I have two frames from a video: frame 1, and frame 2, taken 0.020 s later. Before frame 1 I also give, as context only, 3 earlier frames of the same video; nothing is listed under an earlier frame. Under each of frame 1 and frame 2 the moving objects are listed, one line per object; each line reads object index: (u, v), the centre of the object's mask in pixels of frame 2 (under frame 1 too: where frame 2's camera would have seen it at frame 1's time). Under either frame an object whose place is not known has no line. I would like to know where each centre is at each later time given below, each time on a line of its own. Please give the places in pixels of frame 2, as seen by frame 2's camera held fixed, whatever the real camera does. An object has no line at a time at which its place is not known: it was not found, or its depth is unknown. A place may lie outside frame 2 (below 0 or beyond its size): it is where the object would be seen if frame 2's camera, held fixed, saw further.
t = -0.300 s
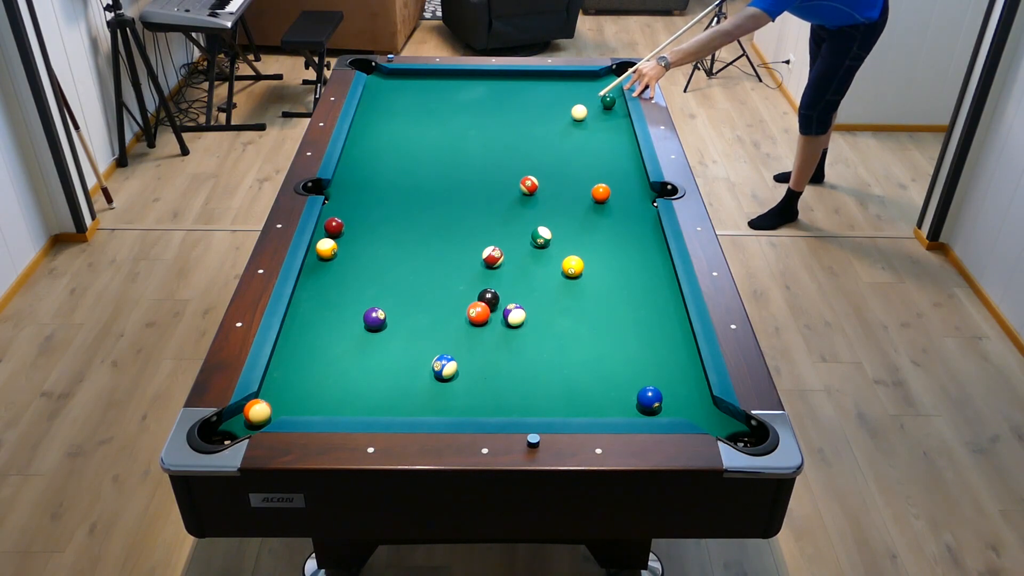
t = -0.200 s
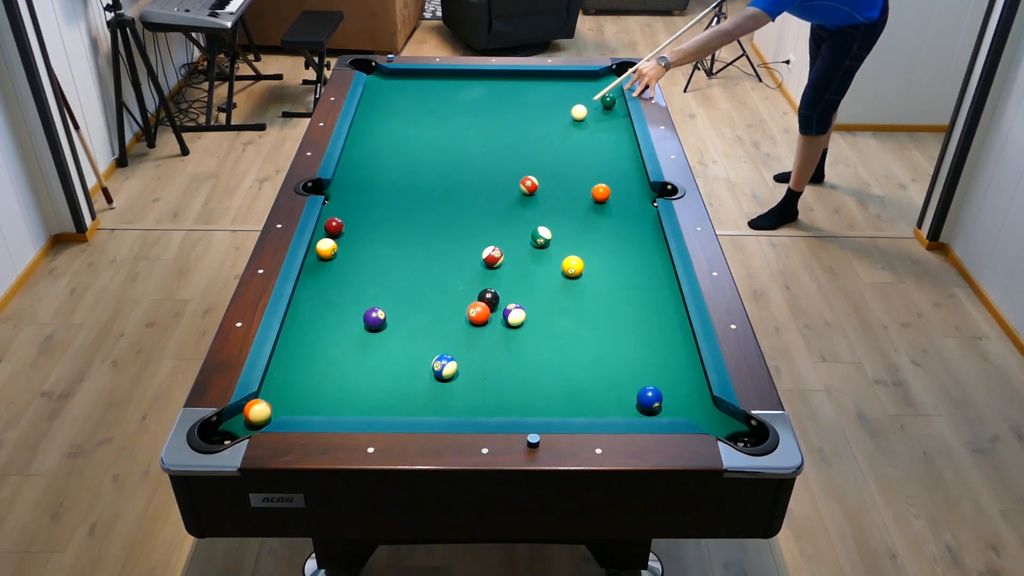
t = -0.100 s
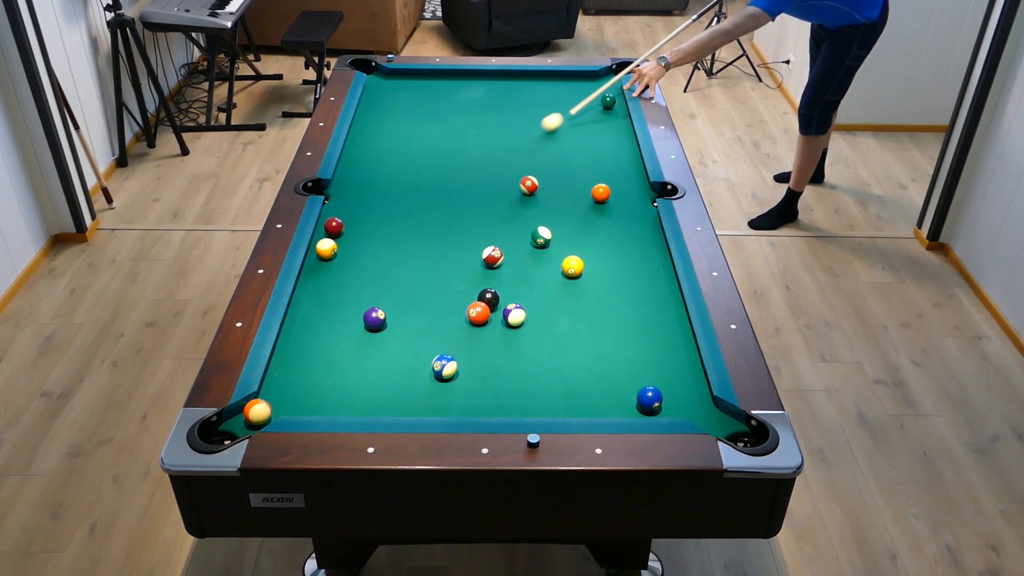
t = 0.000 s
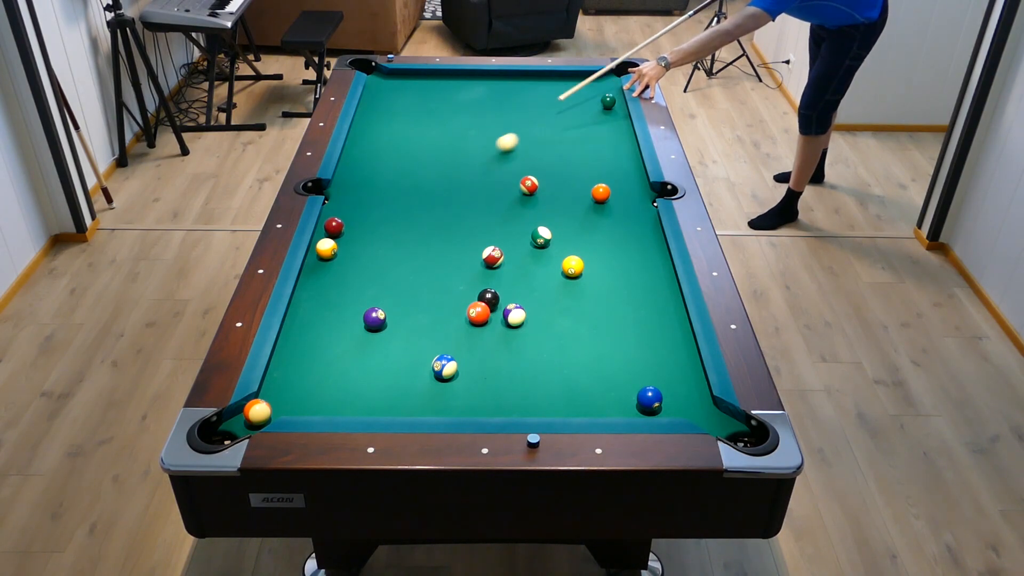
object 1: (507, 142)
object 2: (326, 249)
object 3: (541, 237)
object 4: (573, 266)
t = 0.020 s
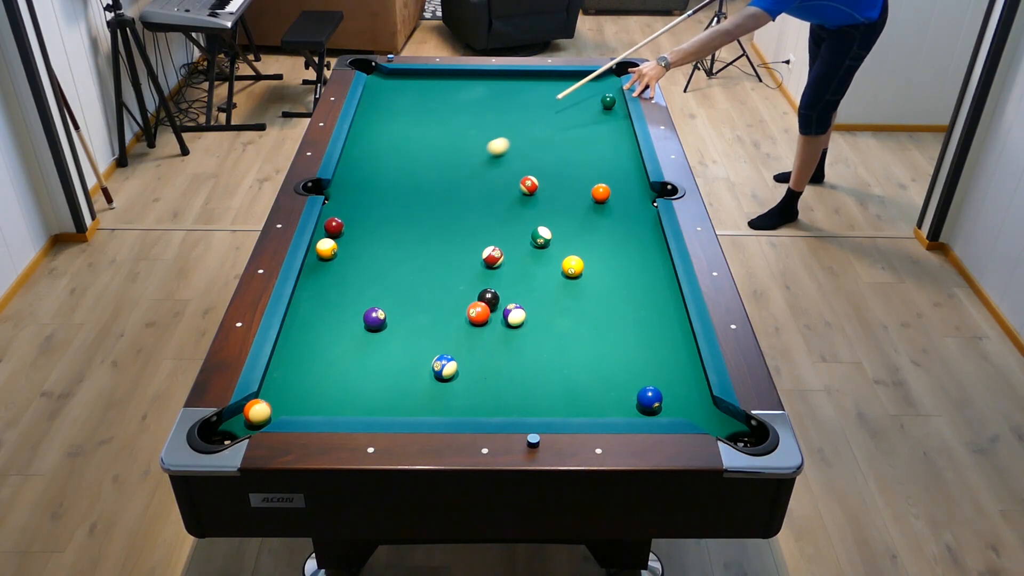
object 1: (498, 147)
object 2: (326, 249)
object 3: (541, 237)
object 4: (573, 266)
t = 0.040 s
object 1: (489, 150)
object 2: (326, 249)
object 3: (541, 237)
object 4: (573, 266)
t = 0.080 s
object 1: (471, 158)
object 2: (326, 249)
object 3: (541, 237)
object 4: (573, 266)
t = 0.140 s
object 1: (445, 170)
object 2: (326, 249)
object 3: (541, 237)
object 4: (573, 266)
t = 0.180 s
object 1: (427, 177)
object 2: (326, 249)
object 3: (541, 237)
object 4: (573, 266)
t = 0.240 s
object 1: (400, 189)
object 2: (326, 249)
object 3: (541, 237)
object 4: (573, 266)
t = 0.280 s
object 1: (381, 197)
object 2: (326, 249)
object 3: (541, 237)
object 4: (573, 266)
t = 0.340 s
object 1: (351, 210)
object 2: (326, 249)
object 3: (541, 237)
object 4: (573, 266)
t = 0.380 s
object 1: (331, 215)
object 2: (326, 248)
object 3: (541, 237)
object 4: (573, 266)
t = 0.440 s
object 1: (343, 217)
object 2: (325, 251)
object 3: (541, 237)
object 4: (573, 266)
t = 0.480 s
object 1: (356, 217)
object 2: (323, 259)
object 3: (541, 237)
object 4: (573, 266)
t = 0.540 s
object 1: (373, 217)
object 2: (319, 268)
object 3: (541, 237)
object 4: (573, 266)
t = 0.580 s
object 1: (383, 218)
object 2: (317, 275)
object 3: (541, 237)
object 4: (573, 266)
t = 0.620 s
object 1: (392, 220)
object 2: (315, 280)
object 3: (541, 237)
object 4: (573, 266)
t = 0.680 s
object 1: (406, 222)
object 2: (312, 289)
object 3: (541, 237)
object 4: (573, 266)
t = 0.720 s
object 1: (415, 223)
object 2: (310, 295)
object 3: (541, 237)
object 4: (573, 266)
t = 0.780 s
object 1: (429, 225)
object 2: (307, 304)
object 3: (541, 237)
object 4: (573, 266)
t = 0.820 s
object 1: (438, 226)
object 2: (305, 311)
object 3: (541, 237)
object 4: (573, 266)
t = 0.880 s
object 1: (451, 228)
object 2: (302, 320)
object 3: (541, 237)
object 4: (573, 266)
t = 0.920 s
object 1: (460, 229)
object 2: (299, 327)
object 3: (541, 237)
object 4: (573, 266)
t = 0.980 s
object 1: (474, 231)
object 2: (296, 337)
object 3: (541, 237)
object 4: (573, 266)
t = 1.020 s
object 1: (483, 233)
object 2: (293, 344)
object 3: (541, 237)
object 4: (573, 266)
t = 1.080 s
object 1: (496, 234)
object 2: (290, 354)
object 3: (541, 237)
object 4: (573, 266)
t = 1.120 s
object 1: (505, 236)
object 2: (288, 361)
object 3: (541, 237)
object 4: (573, 266)
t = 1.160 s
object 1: (514, 237)
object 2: (285, 368)
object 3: (541, 237)
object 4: (573, 266)
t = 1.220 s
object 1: (522, 240)
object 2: (281, 379)
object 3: (547, 236)
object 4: (573, 266)
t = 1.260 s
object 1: (524, 241)
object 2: (278, 387)
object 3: (553, 236)
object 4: (573, 266)
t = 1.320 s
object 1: (528, 244)
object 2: (276, 396)
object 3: (561, 236)
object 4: (573, 266)
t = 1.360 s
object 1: (530, 245)
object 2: (279, 399)
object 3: (566, 236)
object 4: (573, 266)
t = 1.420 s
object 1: (534, 248)
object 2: (282, 403)
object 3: (574, 235)
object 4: (573, 266)
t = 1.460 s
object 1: (537, 249)
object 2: (284, 405)
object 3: (580, 235)
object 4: (573, 266)
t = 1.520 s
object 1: (541, 252)
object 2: (288, 407)
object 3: (587, 235)
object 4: (573, 266)
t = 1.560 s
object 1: (543, 253)
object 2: (291, 406)
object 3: (592, 235)
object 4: (573, 266)
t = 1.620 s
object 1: (547, 256)
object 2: (295, 404)
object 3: (599, 234)
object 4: (573, 266)
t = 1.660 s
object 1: (549, 257)
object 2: (297, 403)
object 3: (604, 234)
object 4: (573, 266)
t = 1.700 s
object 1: (552, 259)
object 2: (300, 402)
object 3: (609, 233)
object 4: (573, 266)
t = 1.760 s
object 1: (554, 260)
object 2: (303, 400)
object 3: (616, 233)
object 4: (574, 267)
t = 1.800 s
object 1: (554, 261)
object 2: (306, 399)
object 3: (621, 233)
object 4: (576, 267)
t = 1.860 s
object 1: (555, 262)
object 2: (309, 397)
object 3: (627, 233)
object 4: (579, 268)
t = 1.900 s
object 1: (555, 262)
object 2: (311, 396)
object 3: (631, 233)
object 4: (580, 269)
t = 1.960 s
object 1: (555, 263)
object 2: (314, 394)
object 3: (638, 232)
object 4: (583, 270)
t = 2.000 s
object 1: (555, 264)
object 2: (316, 392)
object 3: (643, 232)
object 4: (585, 271)
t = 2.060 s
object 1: (555, 264)
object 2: (320, 391)
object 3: (649, 232)
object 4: (587, 272)
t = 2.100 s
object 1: (555, 265)
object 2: (321, 389)
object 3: (653, 232)
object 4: (588, 272)
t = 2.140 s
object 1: (555, 265)
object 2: (323, 388)
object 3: (652, 231)
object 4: (590, 273)
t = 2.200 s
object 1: (556, 266)
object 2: (326, 386)
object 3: (649, 231)
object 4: (592, 274)
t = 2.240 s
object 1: (556, 266)
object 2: (328, 385)
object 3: (646, 231)
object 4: (593, 274)
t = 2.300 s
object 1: (556, 266)
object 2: (331, 384)
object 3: (643, 231)
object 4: (595, 275)
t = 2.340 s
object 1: (556, 267)
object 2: (332, 383)
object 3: (641, 230)
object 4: (596, 276)
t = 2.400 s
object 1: (556, 267)
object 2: (335, 381)
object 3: (638, 230)
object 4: (598, 277)
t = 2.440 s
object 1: (556, 267)
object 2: (336, 380)
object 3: (636, 230)
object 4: (599, 277)
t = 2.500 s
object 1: (556, 268)
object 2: (339, 379)
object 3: (632, 230)
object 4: (601, 278)
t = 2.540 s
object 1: (556, 268)
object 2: (340, 378)
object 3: (630, 230)
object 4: (602, 278)
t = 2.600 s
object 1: (557, 268)
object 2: (342, 377)
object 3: (627, 230)
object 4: (603, 279)
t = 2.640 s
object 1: (557, 268)
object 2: (343, 376)
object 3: (625, 230)
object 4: (604, 279)
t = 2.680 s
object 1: (557, 268)
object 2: (344, 376)
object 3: (624, 230)
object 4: (605, 280)
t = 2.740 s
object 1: (557, 268)
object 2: (346, 375)
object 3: (621, 230)
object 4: (606, 280)
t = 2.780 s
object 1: (557, 268)
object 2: (347, 374)
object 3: (619, 230)
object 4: (607, 281)
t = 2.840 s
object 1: (557, 268)
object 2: (349, 373)
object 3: (617, 230)
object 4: (608, 281)
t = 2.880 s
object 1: (557, 268)
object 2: (350, 372)
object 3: (615, 230)
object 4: (608, 282)
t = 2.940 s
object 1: (557, 268)
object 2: (351, 371)
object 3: (613, 229)
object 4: (609, 282)
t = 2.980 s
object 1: (557, 267)
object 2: (352, 371)
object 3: (611, 229)
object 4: (610, 282)
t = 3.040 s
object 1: (557, 267)
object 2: (354, 370)
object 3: (609, 229)
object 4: (611, 282)
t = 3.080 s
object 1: (556, 267)
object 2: (354, 369)
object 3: (607, 229)
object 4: (611, 282)
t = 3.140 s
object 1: (556, 267)
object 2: (356, 368)
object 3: (605, 229)
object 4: (612, 283)
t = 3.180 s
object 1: (556, 267)
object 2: (356, 368)
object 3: (604, 229)
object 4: (612, 283)
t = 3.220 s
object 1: (556, 267)
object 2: (357, 367)
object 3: (603, 229)
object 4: (612, 283)
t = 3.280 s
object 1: (556, 267)
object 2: (358, 367)
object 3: (601, 229)
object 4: (612, 283)
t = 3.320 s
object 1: (556, 267)
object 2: (358, 366)
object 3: (599, 229)
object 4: (612, 283)
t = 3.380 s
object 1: (556, 267)
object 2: (359, 366)
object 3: (598, 229)
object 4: (612, 283)
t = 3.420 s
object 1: (556, 267)
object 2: (360, 365)
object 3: (596, 229)
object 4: (612, 283)
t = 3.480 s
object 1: (556, 267)
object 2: (360, 365)
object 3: (595, 229)
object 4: (612, 284)
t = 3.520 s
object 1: (556, 267)
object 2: (361, 365)
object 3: (594, 229)
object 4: (612, 284)
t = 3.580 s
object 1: (556, 267)
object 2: (361, 365)
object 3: (593, 229)
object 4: (612, 284)
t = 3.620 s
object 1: (556, 267)
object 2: (362, 365)
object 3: (592, 229)
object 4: (612, 284)
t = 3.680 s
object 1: (556, 267)
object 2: (362, 364)
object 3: (591, 229)
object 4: (612, 284)
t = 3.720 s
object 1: (556, 267)
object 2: (362, 364)
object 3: (590, 229)
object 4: (612, 284)
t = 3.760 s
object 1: (556, 267)
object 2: (363, 364)
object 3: (589, 229)
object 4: (612, 284)
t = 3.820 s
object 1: (556, 267)
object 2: (363, 364)
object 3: (588, 229)
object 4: (612, 284)
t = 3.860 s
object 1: (556, 267)
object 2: (363, 364)
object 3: (587, 229)
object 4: (612, 284)
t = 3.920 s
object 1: (557, 267)
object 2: (363, 364)
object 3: (586, 229)
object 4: (612, 284)
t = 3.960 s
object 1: (556, 267)
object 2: (363, 365)
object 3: (586, 229)
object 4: (612, 284)
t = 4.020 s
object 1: (557, 267)
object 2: (363, 365)
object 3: (585, 229)
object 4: (612, 284)
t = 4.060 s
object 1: (557, 268)
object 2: (363, 365)
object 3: (585, 229)
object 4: (612, 284)
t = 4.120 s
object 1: (556, 268)
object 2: (363, 365)
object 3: (584, 229)
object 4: (612, 284)
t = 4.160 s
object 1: (557, 268)
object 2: (363, 365)
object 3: (583, 229)
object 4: (612, 284)
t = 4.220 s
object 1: (557, 268)
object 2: (363, 365)
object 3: (583, 229)
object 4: (612, 284)
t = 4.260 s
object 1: (557, 268)
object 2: (363, 365)
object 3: (583, 229)
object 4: (612, 284)
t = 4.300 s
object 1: (557, 268)
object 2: (363, 365)
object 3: (582, 229)
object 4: (612, 284)
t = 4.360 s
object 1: (557, 268)
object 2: (363, 365)
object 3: (582, 229)
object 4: (612, 284)
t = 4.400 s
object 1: (557, 268)
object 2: (363, 365)
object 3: (582, 229)
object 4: (612, 284)
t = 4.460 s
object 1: (557, 268)
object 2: (363, 365)
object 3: (582, 229)
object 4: (612, 284)
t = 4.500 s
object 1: (557, 268)
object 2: (363, 365)
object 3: (582, 229)
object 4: (612, 284)
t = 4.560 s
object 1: (557, 268)
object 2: (363, 365)
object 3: (582, 229)
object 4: (612, 284)
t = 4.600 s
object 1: (557, 268)
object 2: (363, 365)
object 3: (582, 229)
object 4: (612, 284)
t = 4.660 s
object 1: (557, 268)
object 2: (363, 365)
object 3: (582, 229)
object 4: (612, 284)
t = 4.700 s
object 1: (557, 268)
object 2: (363, 365)
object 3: (582, 229)
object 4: (612, 284)
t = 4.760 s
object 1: (557, 268)
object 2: (363, 365)
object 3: (582, 229)
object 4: (612, 284)
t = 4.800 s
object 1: (557, 268)
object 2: (363, 365)
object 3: (582, 229)
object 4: (612, 284)
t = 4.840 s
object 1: (557, 268)
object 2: (363, 365)
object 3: (582, 229)
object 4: (612, 284)
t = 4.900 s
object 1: (557, 268)
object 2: (363, 365)
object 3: (582, 229)
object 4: (612, 284)
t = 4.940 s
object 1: (557, 268)
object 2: (363, 365)
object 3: (582, 229)
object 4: (612, 284)
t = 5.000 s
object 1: (556, 268)
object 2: (363, 365)
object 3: (582, 229)
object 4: (612, 284)
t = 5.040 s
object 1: (557, 268)
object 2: (363, 365)
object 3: (582, 229)
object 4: (612, 284)
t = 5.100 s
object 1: (557, 268)
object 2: (363, 365)
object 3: (582, 229)
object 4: (612, 284)
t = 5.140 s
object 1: (557, 268)
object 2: (363, 365)
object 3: (582, 229)
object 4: (612, 284)
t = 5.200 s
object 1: (557, 268)
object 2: (363, 365)
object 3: (582, 229)
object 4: (612, 284)
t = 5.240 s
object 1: (557, 268)
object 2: (363, 365)
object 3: (582, 229)
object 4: (612, 284)
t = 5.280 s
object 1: (557, 268)
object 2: (363, 365)
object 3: (582, 229)
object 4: (612, 283)
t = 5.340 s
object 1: (557, 268)
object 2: (363, 365)
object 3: (582, 229)
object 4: (612, 284)
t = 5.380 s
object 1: (557, 267)
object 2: (363, 365)
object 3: (582, 229)
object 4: (612, 284)
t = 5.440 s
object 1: (557, 267)
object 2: (363, 365)
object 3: (582, 229)
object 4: (612, 284)
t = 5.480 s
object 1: (557, 267)
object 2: (363, 365)
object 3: (582, 229)
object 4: (612, 284)
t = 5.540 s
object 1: (557, 267)
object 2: (363, 365)
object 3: (582, 229)
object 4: (612, 284)
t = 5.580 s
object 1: (557, 267)
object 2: (363, 365)
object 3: (582, 229)
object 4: (612, 284)
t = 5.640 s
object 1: (557, 267)
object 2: (363, 365)
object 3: (582, 229)
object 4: (612, 284)
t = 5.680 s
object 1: (557, 267)
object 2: (363, 365)
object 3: (582, 229)
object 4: (612, 284)
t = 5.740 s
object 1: (557, 267)
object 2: (363, 365)
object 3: (582, 229)
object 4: (612, 284)
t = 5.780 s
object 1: (557, 267)
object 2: (363, 365)
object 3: (582, 229)
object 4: (612, 284)
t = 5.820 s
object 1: (557, 267)
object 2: (363, 365)
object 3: (582, 229)
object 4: (612, 284)
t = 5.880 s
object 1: (557, 267)
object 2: (363, 365)
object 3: (582, 229)
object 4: (612, 284)
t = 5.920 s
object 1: (557, 267)
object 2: (363, 365)
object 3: (582, 229)
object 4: (612, 284)
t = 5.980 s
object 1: (557, 267)
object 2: (363, 365)
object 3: (582, 229)
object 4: (612, 284)
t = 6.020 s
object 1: (557, 267)
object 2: (363, 365)
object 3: (582, 229)
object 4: (612, 284)
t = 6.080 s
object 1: (557, 267)
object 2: (363, 365)
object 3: (582, 229)
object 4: (612, 284)
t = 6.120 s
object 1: (557, 267)
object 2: (363, 365)
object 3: (582, 229)
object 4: (612, 284)
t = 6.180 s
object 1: (557, 267)
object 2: (363, 365)
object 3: (582, 229)
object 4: (612, 284)
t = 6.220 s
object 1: (557, 267)
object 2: (363, 365)
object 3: (582, 229)
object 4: (612, 284)
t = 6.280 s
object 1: (557, 267)
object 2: (363, 365)
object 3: (582, 229)
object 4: (612, 284)
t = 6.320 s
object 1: (557, 267)
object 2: (363, 365)
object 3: (582, 229)
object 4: (612, 283)
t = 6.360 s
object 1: (557, 267)
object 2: (363, 365)
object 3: (582, 229)
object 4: (612, 284)
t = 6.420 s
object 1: (557, 267)
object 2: (363, 365)
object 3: (582, 229)
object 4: (612, 284)
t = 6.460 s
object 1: (557, 267)
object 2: (363, 365)
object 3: (582, 229)
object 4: (612, 284)
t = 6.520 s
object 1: (557, 267)
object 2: (363, 365)
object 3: (582, 229)
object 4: (612, 284)
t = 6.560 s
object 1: (557, 267)
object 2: (363, 365)
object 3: (582, 229)
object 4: (612, 284)
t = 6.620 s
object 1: (557, 267)
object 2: (363, 365)
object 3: (582, 229)
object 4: (612, 284)
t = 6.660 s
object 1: (557, 267)
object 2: (363, 365)
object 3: (582, 229)
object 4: (612, 284)
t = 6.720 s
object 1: (557, 267)
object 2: (363, 365)
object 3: (582, 229)
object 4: (612, 284)
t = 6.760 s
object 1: (557, 267)
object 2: (363, 365)
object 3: (582, 229)
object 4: (612, 284)
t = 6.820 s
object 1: (557, 267)
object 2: (363, 365)
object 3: (582, 229)
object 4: (612, 284)
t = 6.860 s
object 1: (557, 267)
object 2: (363, 365)
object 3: (582, 229)
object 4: (612, 284)
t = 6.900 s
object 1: (557, 267)
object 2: (363, 365)
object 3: (582, 229)
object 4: (612, 284)
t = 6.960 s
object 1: (557, 267)
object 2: (363, 365)
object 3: (582, 229)
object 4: (612, 284)
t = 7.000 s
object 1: (557, 267)
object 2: (363, 365)
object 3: (582, 229)
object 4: (612, 284)
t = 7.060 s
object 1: (557, 267)
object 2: (363, 365)
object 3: (582, 229)
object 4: (612, 284)
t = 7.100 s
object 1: (557, 267)
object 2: (363, 365)
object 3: (582, 229)
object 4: (612, 284)
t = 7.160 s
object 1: (557, 267)
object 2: (363, 365)
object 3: (582, 229)
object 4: (612, 284)
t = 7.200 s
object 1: (557, 267)
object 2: (363, 365)
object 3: (582, 229)
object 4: (612, 284)
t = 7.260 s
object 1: (557, 267)
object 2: (363, 365)
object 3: (582, 229)
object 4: (612, 284)
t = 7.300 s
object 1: (557, 267)
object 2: (363, 365)
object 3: (582, 229)
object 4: (612, 283)
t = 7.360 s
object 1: (557, 267)
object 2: (363, 365)
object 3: (582, 229)
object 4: (612, 284)
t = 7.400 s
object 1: (557, 267)
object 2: (363, 365)
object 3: (582, 229)
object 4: (612, 284)
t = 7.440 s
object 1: (557, 267)
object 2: (363, 365)
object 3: (582, 229)
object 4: (612, 283)
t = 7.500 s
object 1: (557, 267)
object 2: (363, 365)
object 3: (582, 229)
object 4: (612, 284)
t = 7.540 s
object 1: (557, 267)
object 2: (363, 365)
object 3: (582, 229)
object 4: (612, 284)
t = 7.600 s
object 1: (557, 267)
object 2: (363, 365)
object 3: (582, 229)
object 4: (612, 284)
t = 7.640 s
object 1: (557, 267)
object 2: (363, 365)
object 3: (582, 229)
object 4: (612, 284)
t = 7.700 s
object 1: (557, 267)
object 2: (363, 365)
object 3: (582, 229)
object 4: (612, 284)
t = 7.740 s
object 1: (557, 267)
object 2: (363, 365)
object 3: (582, 229)
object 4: (612, 284)
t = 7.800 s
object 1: (557, 267)
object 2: (363, 365)
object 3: (582, 229)
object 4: (612, 284)
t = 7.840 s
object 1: (557, 267)
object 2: (363, 365)
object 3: (582, 229)
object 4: (612, 284)
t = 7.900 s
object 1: (557, 267)
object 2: (363, 365)
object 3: (582, 229)
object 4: (612, 284)
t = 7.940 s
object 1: (557, 267)
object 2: (363, 365)
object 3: (582, 229)
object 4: (612, 284)
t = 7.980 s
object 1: (557, 267)
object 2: (363, 365)
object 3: (582, 229)
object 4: (612, 284)
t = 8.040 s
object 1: (557, 267)
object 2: (363, 365)
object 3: (582, 229)
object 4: (612, 283)
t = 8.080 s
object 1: (557, 267)
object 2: (363, 365)
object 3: (582, 229)
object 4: (612, 284)
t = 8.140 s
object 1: (557, 267)
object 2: (363, 365)
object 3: (582, 229)
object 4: (612, 284)
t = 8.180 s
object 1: (557, 267)
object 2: (363, 365)
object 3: (582, 229)
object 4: (612, 284)
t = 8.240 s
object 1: (557, 267)
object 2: (363, 365)
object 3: (582, 229)
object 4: (612, 284)
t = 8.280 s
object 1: (557, 267)
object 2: (363, 365)
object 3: (582, 229)
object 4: (612, 284)
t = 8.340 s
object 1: (557, 267)
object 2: (363, 365)
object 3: (582, 229)
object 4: (612, 284)
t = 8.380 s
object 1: (557, 267)
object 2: (363, 365)
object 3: (582, 229)
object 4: (612, 284)
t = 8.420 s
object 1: (557, 267)
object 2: (363, 365)
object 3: (582, 229)
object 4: (612, 284)
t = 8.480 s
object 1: (557, 267)
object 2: (363, 365)
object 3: (582, 229)
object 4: (612, 284)
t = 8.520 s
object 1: (557, 267)
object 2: (363, 365)
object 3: (582, 229)
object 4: (612, 284)
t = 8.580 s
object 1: (557, 267)
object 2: (363, 365)
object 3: (582, 229)
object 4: (612, 284)
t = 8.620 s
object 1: (557, 267)
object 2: (363, 365)
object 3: (582, 229)
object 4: (612, 284)
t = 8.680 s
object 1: (557, 267)
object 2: (363, 365)
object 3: (582, 229)
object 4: (612, 284)
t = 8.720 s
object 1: (557, 267)
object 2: (363, 365)
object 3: (582, 229)
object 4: (612, 284)
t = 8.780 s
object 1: (557, 267)
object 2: (363, 365)
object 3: (582, 229)
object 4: (612, 284)
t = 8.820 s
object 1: (557, 267)
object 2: (363, 365)
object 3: (582, 229)
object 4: (612, 284)
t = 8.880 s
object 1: (557, 267)
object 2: (363, 365)
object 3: (582, 229)
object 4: (612, 284)
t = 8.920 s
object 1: (557, 267)
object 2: (363, 365)
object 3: (582, 229)
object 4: (612, 284)
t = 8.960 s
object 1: (557, 267)
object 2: (363, 365)
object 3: (582, 229)
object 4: (612, 284)
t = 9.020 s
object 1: (557, 267)
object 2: (363, 365)
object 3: (582, 229)
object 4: (612, 284)
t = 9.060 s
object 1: (557, 267)
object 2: (363, 365)
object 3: (582, 229)
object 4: (612, 283)
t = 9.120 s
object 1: (557, 267)
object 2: (363, 365)
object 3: (582, 229)
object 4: (612, 284)
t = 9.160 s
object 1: (557, 267)
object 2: (363, 365)
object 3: (582, 229)
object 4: (612, 284)
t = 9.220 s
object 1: (557, 267)
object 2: (363, 365)
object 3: (582, 229)
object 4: (612, 284)
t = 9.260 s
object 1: (557, 267)
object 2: (363, 365)
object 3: (582, 229)
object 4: (612, 284)
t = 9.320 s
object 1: (557, 267)
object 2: (363, 365)
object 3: (582, 229)
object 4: (612, 284)
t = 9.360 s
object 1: (557, 267)
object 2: (363, 365)
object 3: (582, 229)
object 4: (612, 284)
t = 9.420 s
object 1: (557, 267)
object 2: (363, 365)
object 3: (582, 229)
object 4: (612, 284)
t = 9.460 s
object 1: (557, 267)
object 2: (363, 365)
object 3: (582, 229)
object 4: (612, 284)
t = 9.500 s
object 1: (557, 267)
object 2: (363, 365)
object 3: (582, 229)
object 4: (612, 284)
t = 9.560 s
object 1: (557, 267)
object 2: (363, 365)
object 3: (582, 229)
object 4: (612, 284)
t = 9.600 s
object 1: (557, 267)
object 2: (363, 365)
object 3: (582, 229)
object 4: (612, 284)
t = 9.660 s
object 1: (557, 267)
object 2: (363, 365)
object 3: (582, 229)
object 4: (612, 284)
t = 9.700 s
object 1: (557, 267)
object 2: (363, 365)
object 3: (582, 229)
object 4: (612, 284)
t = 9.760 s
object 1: (557, 267)
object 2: (363, 365)
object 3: (582, 229)
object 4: (612, 284)
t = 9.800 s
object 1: (557, 267)
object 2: (363, 365)
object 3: (582, 229)
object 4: (612, 284)
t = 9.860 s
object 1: (557, 267)
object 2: (363, 365)
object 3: (582, 229)
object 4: (612, 284)
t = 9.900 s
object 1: (557, 267)
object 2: (363, 365)
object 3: (582, 229)
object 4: (612, 284)
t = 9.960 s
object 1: (557, 267)
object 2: (363, 365)
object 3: (582, 229)
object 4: (612, 283)
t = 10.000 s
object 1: (557, 267)
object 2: (363, 365)
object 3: (582, 229)
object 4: (612, 284)
